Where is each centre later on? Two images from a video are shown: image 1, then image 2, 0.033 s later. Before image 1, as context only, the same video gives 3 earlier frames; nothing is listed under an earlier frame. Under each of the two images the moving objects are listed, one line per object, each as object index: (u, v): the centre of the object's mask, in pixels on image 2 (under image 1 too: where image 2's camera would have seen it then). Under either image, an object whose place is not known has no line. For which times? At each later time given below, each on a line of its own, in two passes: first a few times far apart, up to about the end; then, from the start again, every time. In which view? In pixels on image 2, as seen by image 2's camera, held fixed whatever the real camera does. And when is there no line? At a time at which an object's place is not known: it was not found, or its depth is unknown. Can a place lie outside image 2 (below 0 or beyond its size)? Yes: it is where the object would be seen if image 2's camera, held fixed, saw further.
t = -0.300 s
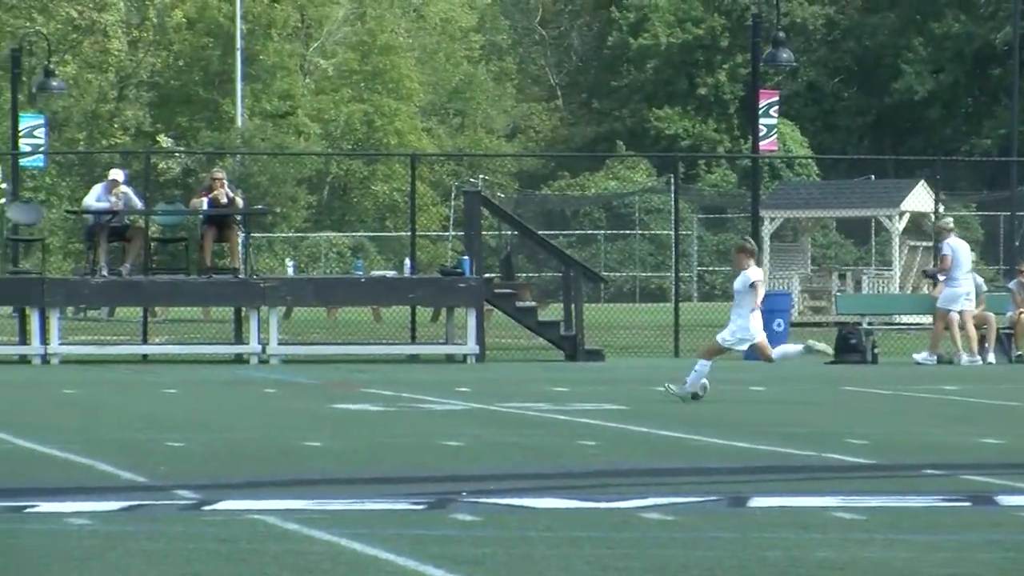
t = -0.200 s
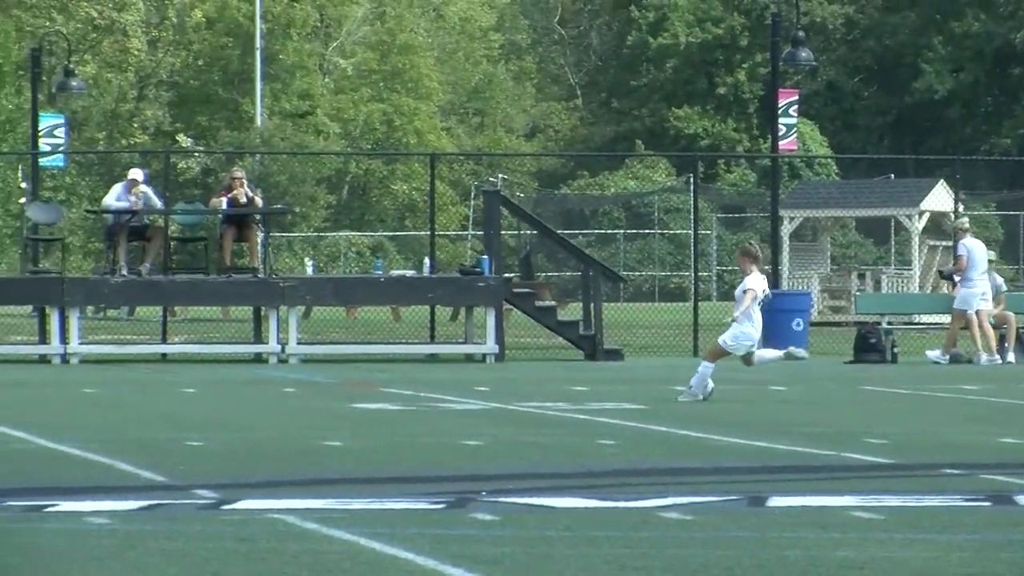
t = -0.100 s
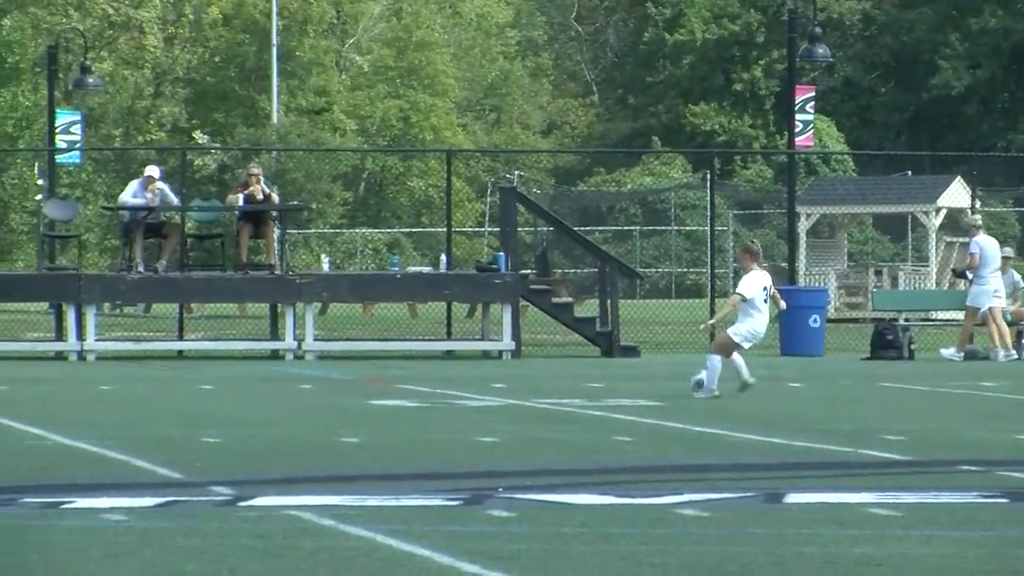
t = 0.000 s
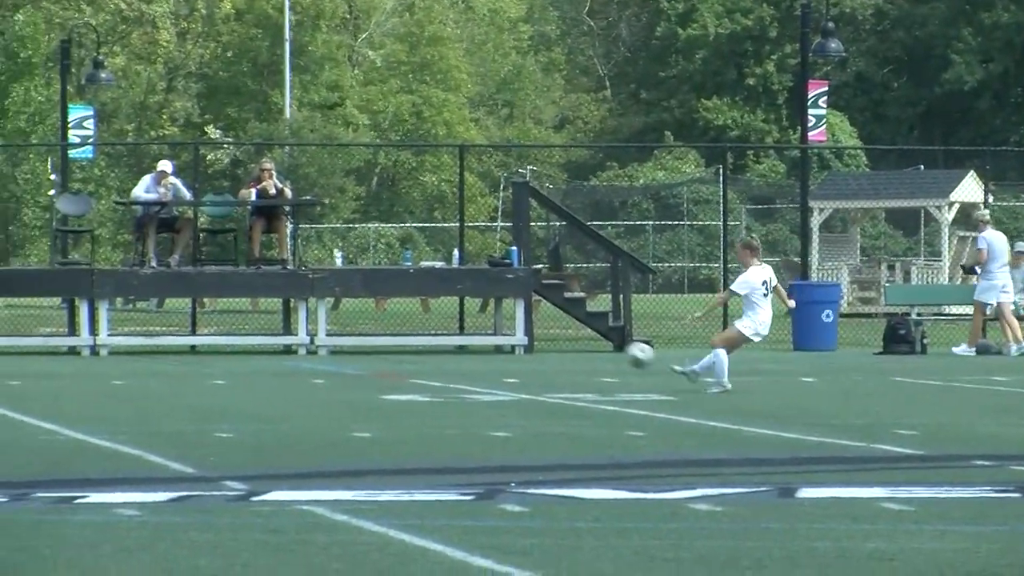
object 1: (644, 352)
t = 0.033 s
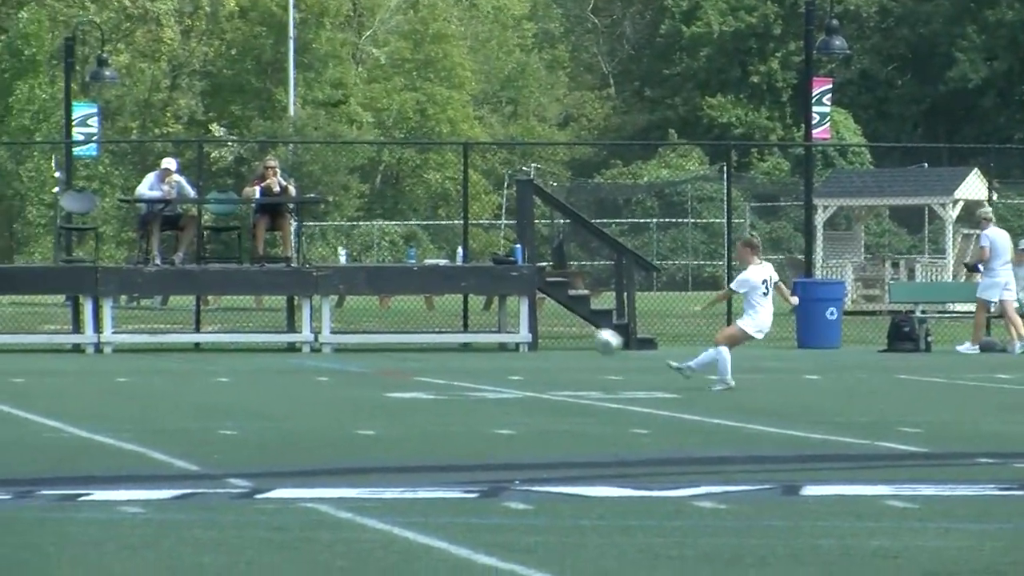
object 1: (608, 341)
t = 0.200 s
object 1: (426, 289)
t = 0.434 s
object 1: (173, 224)
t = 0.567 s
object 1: (25, 192)
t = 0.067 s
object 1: (571, 330)
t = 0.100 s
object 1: (537, 319)
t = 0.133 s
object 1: (499, 307)
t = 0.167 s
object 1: (462, 299)
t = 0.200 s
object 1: (426, 289)
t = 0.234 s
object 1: (389, 280)
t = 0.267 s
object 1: (355, 270)
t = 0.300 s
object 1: (318, 259)
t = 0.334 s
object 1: (280, 251)
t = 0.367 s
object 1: (244, 242)
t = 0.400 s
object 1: (208, 233)
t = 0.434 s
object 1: (173, 224)
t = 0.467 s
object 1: (136, 217)
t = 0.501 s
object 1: (100, 206)
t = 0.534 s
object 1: (61, 199)
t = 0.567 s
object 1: (25, 192)
